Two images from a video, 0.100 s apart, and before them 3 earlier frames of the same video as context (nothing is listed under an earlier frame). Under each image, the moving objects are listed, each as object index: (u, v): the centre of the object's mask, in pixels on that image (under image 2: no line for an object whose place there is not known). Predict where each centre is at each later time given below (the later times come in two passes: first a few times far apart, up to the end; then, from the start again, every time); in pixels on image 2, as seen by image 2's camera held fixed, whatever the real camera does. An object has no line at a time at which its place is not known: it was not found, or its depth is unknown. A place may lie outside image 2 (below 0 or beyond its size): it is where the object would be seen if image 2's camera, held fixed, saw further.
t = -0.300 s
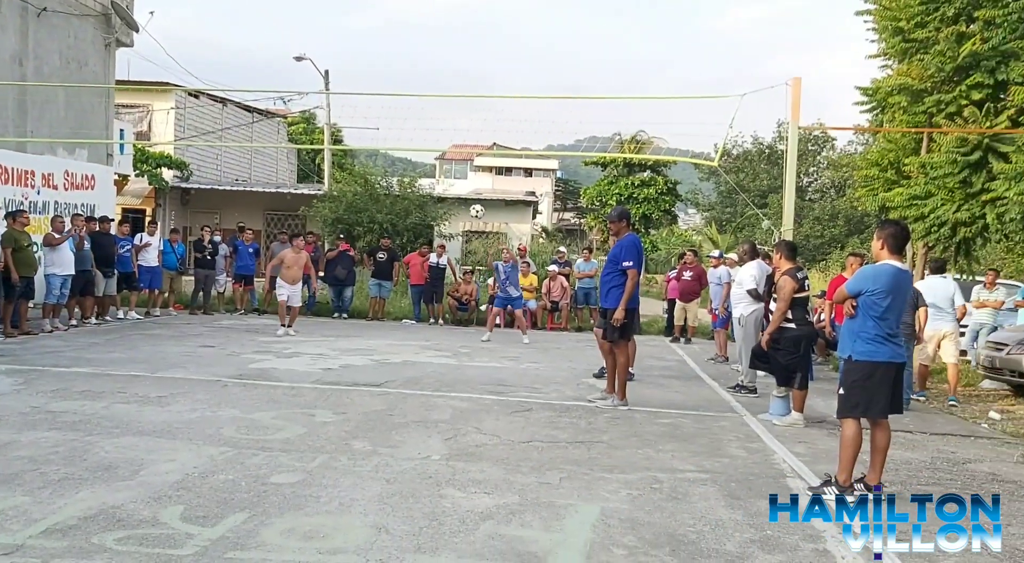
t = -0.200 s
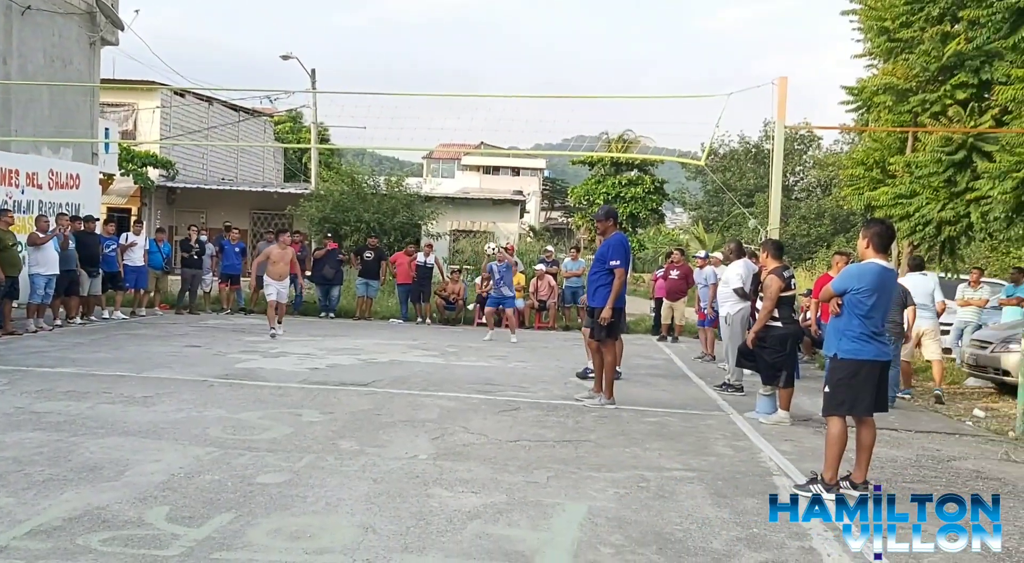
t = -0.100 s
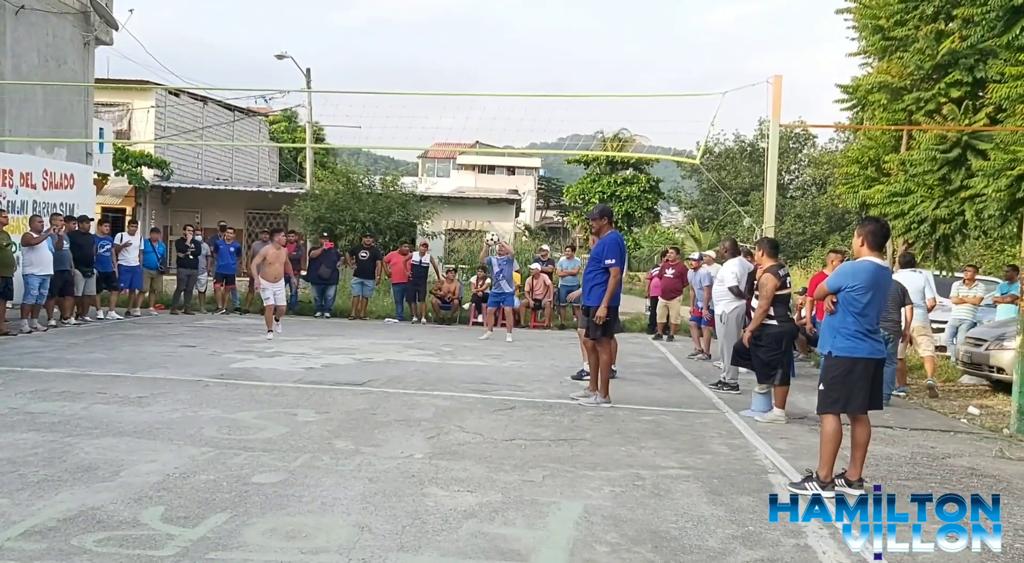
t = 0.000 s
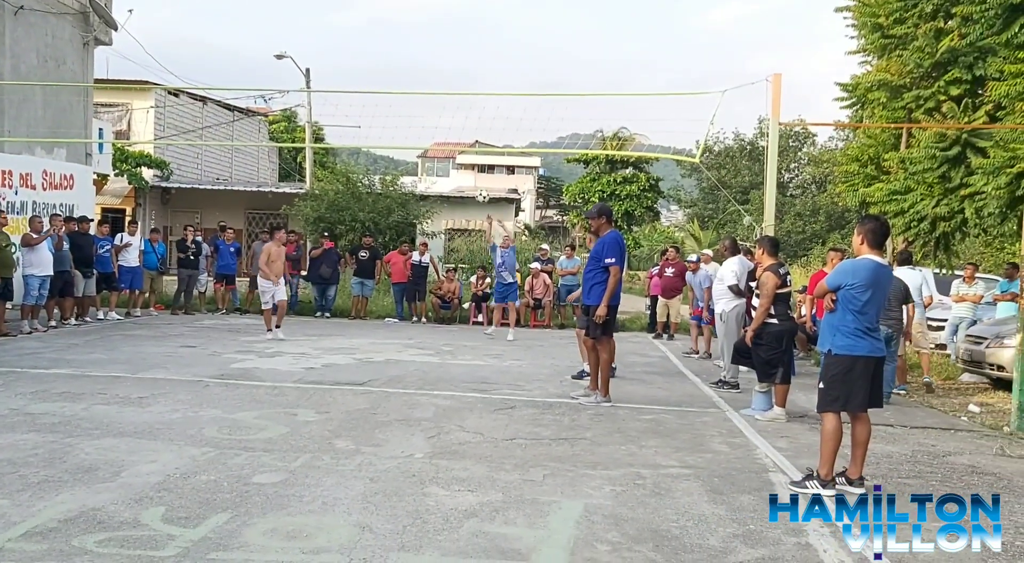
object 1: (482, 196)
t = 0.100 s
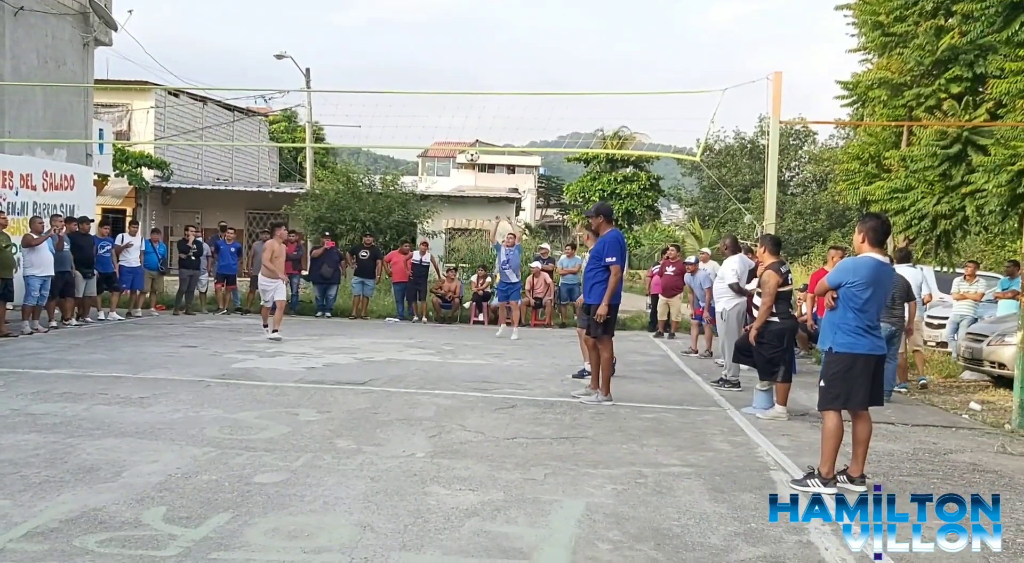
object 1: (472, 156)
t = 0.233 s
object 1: (457, 112)
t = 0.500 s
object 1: (422, 53)
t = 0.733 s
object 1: (388, 39)
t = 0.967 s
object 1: (351, 67)
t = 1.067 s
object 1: (334, 94)
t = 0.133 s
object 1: (468, 143)
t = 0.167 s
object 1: (465, 133)
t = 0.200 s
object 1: (461, 122)
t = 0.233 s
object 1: (457, 112)
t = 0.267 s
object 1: (453, 102)
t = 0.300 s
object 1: (448, 94)
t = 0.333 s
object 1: (444, 85)
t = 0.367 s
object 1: (440, 78)
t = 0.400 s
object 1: (436, 71)
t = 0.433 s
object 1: (431, 64)
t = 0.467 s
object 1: (426, 58)
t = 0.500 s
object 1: (422, 53)
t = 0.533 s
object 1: (418, 49)
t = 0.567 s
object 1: (413, 45)
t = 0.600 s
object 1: (408, 42)
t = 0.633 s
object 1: (404, 41)
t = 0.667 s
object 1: (399, 39)
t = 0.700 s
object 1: (393, 38)
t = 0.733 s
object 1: (388, 39)
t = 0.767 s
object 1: (383, 40)
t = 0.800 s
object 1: (378, 42)
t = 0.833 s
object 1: (373, 45)
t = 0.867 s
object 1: (367, 49)
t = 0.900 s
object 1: (362, 53)
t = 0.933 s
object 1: (357, 60)
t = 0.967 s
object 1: (351, 67)
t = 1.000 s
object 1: (345, 75)
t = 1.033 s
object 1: (339, 83)
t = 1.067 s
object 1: (334, 94)
